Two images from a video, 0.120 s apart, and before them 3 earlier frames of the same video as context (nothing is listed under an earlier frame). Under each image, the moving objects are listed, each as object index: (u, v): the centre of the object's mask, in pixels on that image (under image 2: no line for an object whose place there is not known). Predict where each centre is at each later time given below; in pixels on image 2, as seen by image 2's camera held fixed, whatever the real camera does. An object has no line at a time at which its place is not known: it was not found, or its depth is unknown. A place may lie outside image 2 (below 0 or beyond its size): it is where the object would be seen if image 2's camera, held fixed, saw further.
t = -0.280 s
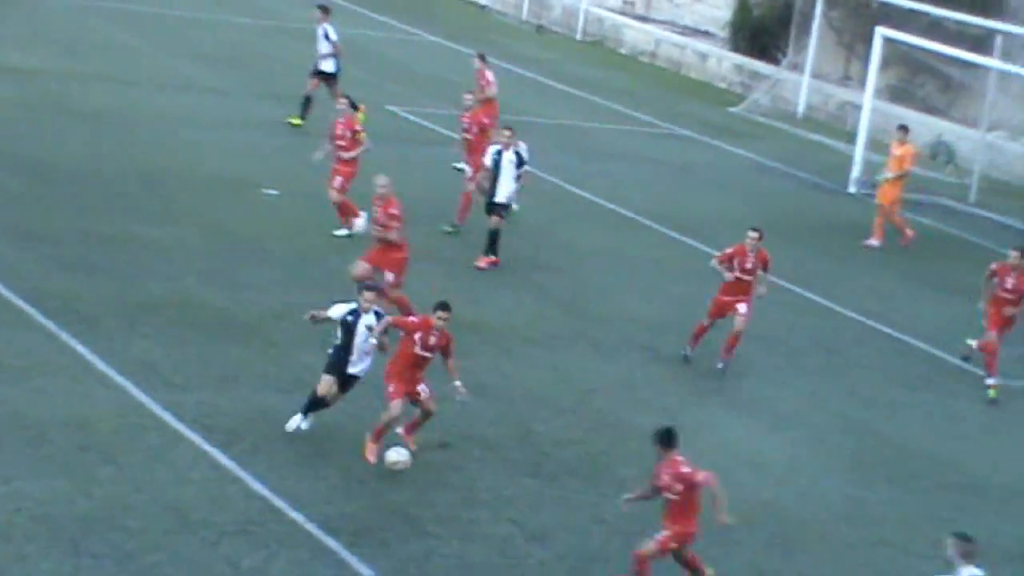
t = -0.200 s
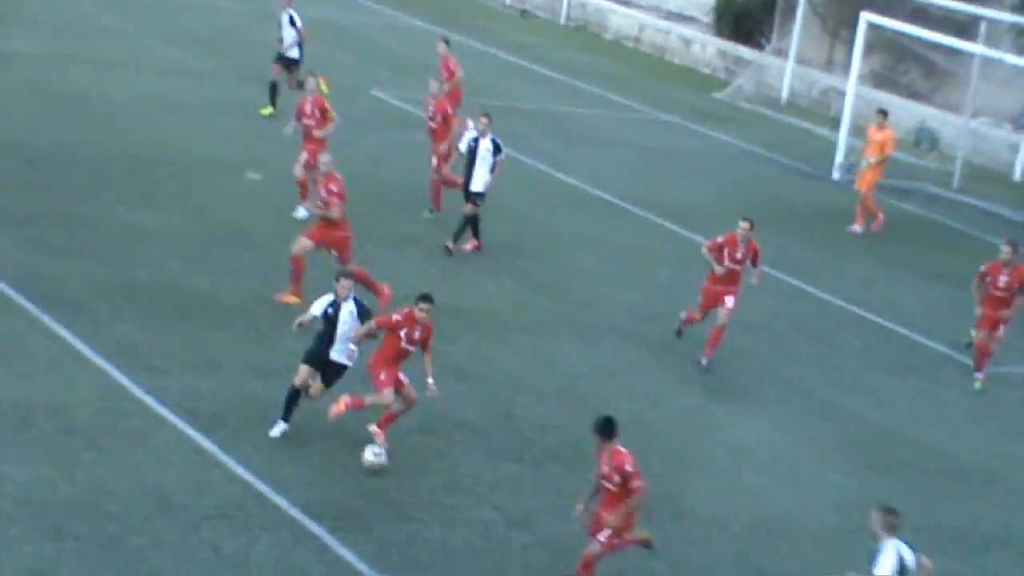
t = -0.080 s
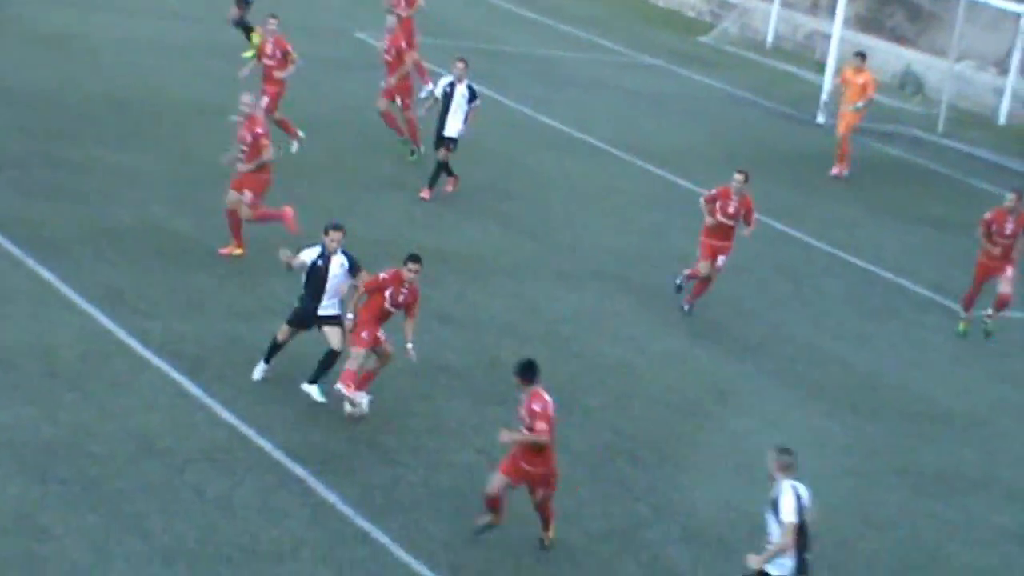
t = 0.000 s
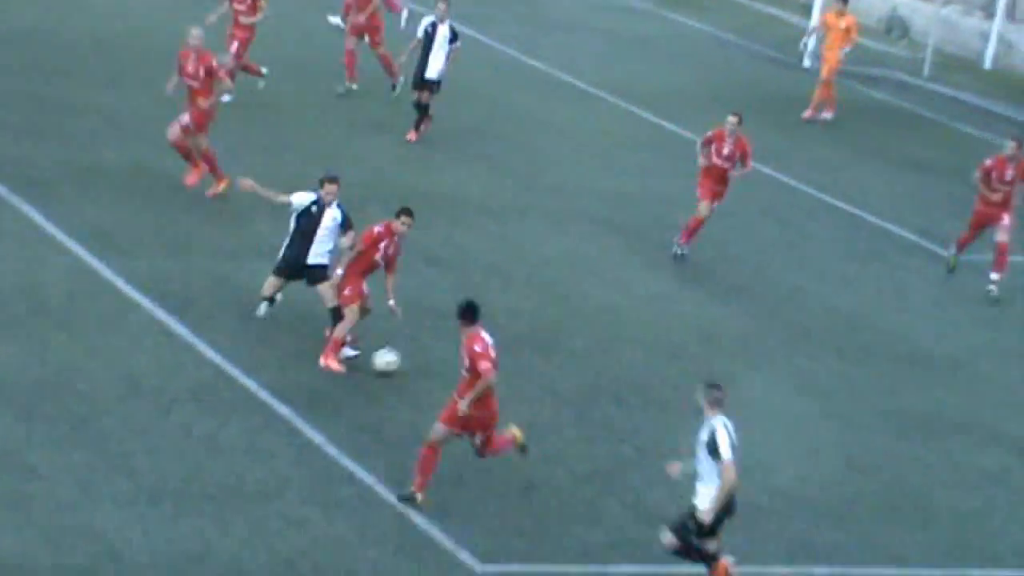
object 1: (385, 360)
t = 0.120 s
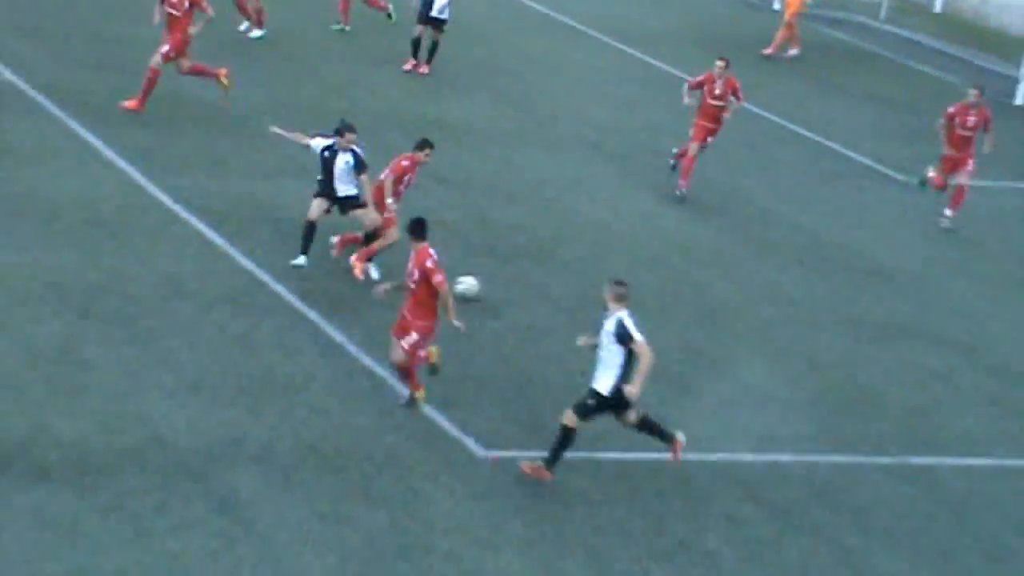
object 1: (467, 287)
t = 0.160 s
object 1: (488, 295)
